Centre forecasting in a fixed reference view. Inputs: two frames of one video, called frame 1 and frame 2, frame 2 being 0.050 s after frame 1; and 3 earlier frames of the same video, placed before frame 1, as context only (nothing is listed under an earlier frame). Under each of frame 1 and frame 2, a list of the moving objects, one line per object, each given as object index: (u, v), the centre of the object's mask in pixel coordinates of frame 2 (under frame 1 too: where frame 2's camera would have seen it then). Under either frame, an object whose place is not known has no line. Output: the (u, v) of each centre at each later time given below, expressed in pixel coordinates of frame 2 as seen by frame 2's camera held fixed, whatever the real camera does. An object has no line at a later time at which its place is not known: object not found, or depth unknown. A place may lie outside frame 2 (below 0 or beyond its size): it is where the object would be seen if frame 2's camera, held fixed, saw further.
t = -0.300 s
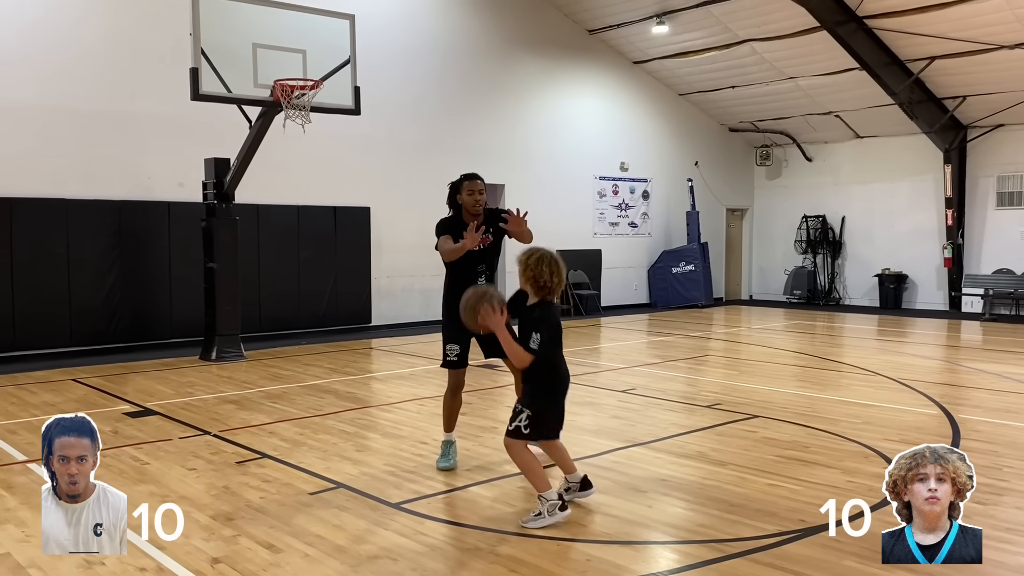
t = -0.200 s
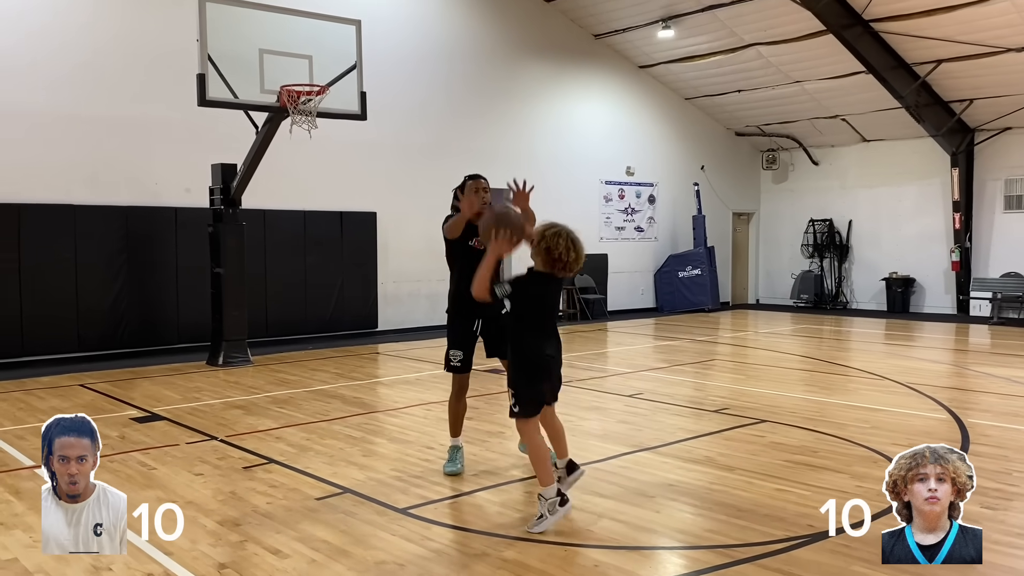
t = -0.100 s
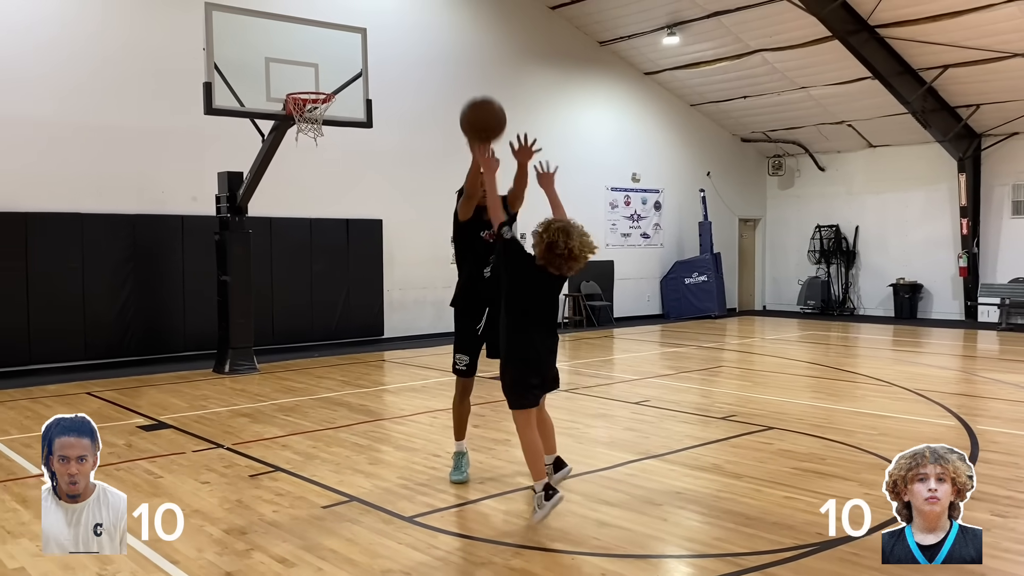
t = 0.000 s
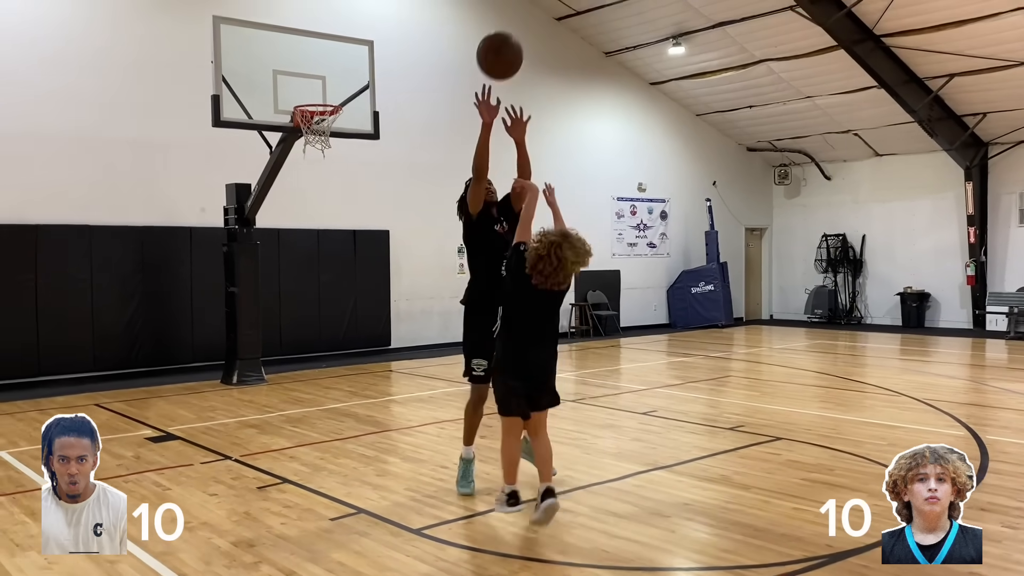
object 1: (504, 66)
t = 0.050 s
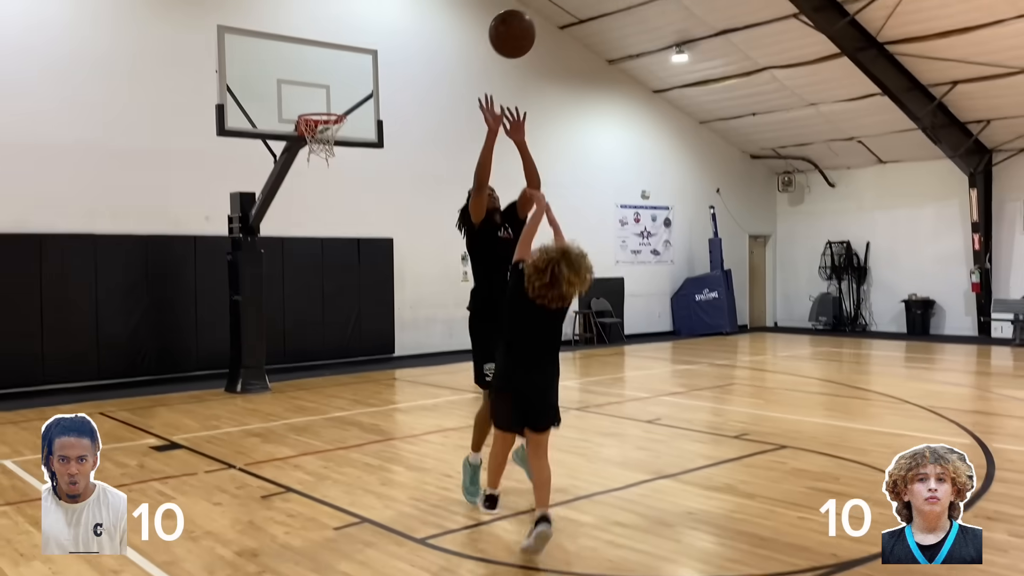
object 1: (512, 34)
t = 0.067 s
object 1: (515, 24)
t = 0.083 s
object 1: (518, 15)
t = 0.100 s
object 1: (521, 9)
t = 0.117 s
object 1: (524, 2)
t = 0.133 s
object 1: (527, -4)
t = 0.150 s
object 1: (530, -10)
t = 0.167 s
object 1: (533, -16)
